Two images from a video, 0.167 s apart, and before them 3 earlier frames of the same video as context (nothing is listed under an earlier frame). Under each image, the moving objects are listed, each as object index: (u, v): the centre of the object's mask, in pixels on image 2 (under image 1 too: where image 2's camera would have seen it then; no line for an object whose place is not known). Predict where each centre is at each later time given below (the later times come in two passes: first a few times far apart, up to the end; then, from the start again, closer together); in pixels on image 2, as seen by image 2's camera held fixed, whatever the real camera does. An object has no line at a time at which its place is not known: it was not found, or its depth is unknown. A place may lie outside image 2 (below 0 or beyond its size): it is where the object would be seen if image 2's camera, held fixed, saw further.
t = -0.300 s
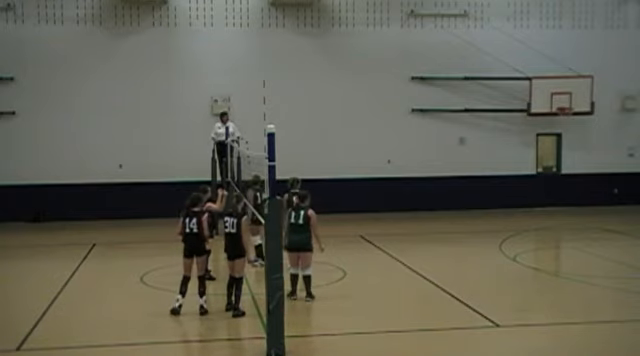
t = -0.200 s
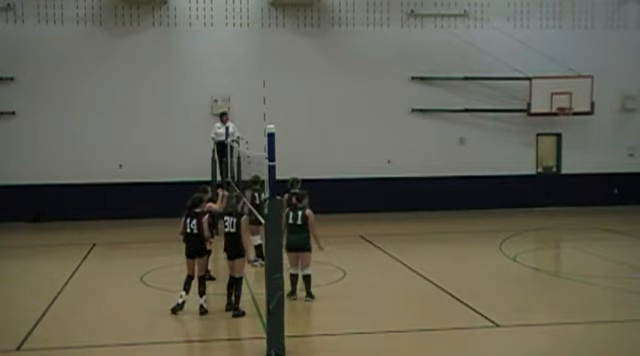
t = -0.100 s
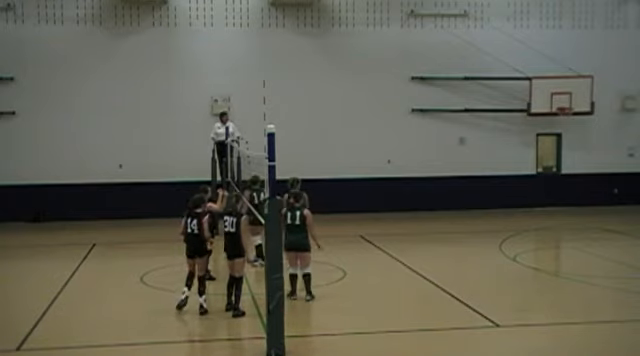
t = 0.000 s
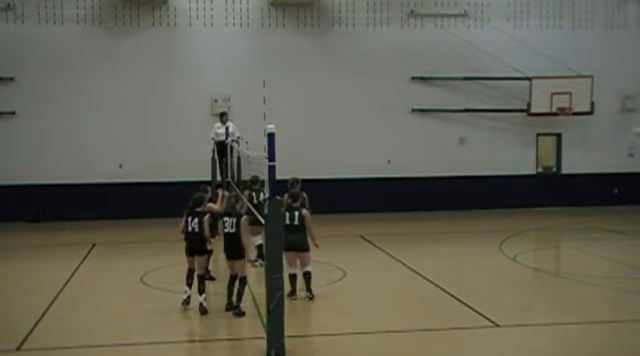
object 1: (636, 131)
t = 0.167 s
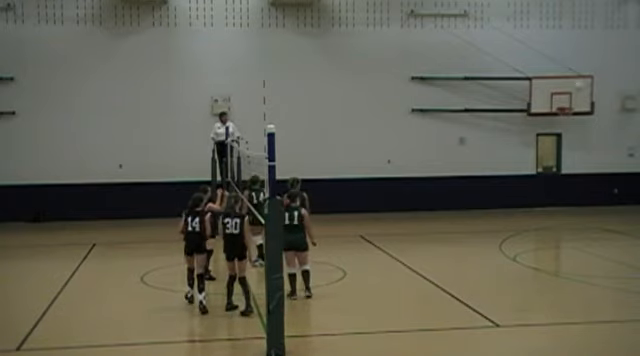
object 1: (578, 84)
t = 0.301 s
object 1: (526, 56)
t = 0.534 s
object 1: (428, 19)
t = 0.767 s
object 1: (318, 8)
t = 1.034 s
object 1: (169, 39)
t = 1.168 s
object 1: (81, 76)
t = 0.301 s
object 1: (526, 56)
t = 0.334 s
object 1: (514, 50)
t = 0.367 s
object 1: (500, 43)
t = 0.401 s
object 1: (486, 39)
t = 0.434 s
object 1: (471, 32)
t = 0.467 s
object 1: (457, 28)
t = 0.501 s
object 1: (442, 24)
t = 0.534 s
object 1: (428, 19)
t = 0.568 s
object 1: (415, 16)
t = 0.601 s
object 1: (401, 14)
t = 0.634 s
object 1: (383, 10)
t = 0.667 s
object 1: (368, 10)
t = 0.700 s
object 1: (353, 8)
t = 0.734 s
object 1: (334, 8)
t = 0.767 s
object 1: (318, 8)
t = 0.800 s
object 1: (301, 10)
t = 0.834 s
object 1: (284, 11)
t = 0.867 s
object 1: (267, 14)
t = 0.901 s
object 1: (246, 19)
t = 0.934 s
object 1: (228, 23)
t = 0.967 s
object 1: (209, 28)
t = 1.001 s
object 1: (190, 33)
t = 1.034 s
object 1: (169, 39)
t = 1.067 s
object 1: (149, 47)
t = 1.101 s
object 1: (127, 56)
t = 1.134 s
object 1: (105, 64)
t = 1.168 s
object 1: (81, 76)
